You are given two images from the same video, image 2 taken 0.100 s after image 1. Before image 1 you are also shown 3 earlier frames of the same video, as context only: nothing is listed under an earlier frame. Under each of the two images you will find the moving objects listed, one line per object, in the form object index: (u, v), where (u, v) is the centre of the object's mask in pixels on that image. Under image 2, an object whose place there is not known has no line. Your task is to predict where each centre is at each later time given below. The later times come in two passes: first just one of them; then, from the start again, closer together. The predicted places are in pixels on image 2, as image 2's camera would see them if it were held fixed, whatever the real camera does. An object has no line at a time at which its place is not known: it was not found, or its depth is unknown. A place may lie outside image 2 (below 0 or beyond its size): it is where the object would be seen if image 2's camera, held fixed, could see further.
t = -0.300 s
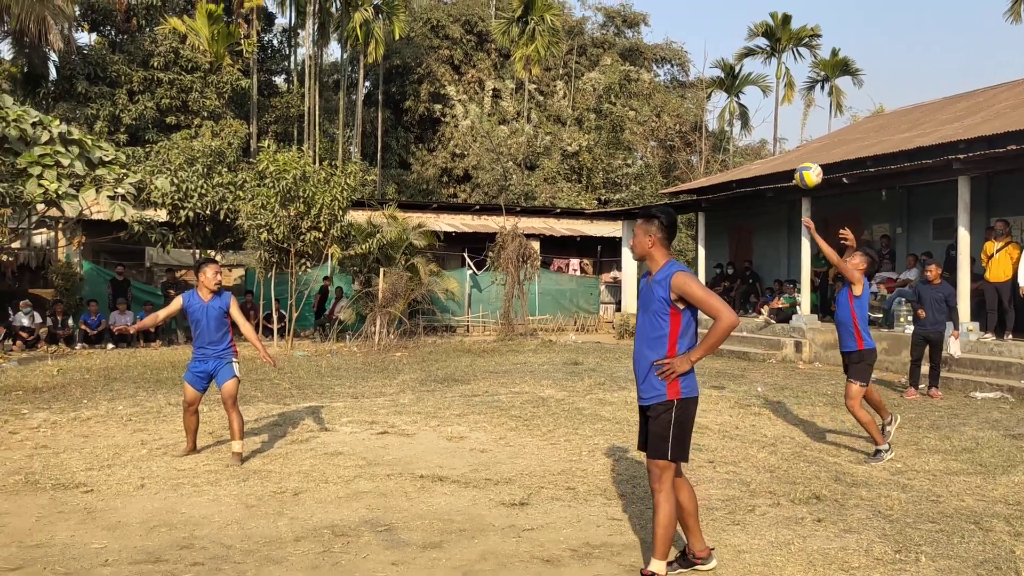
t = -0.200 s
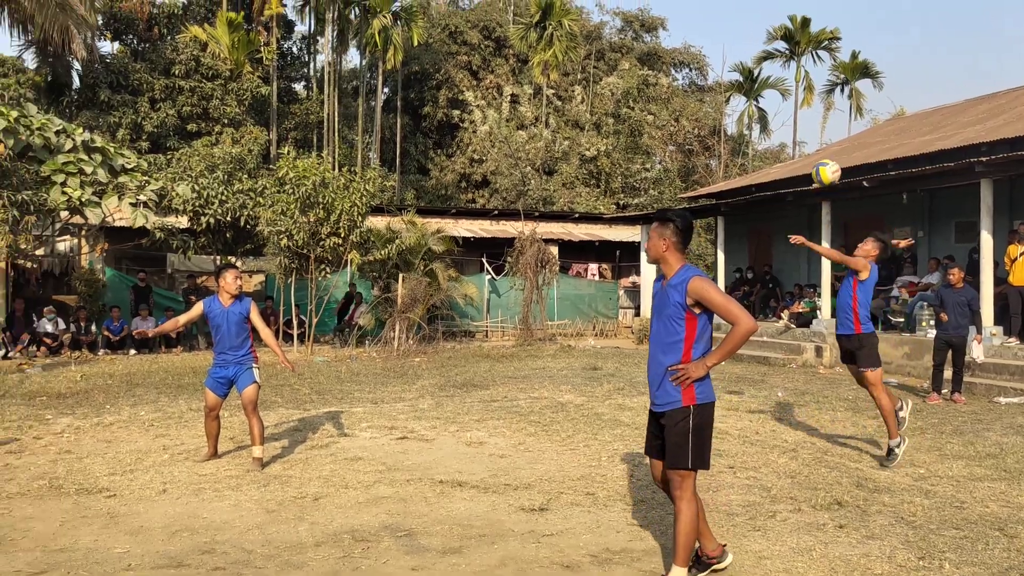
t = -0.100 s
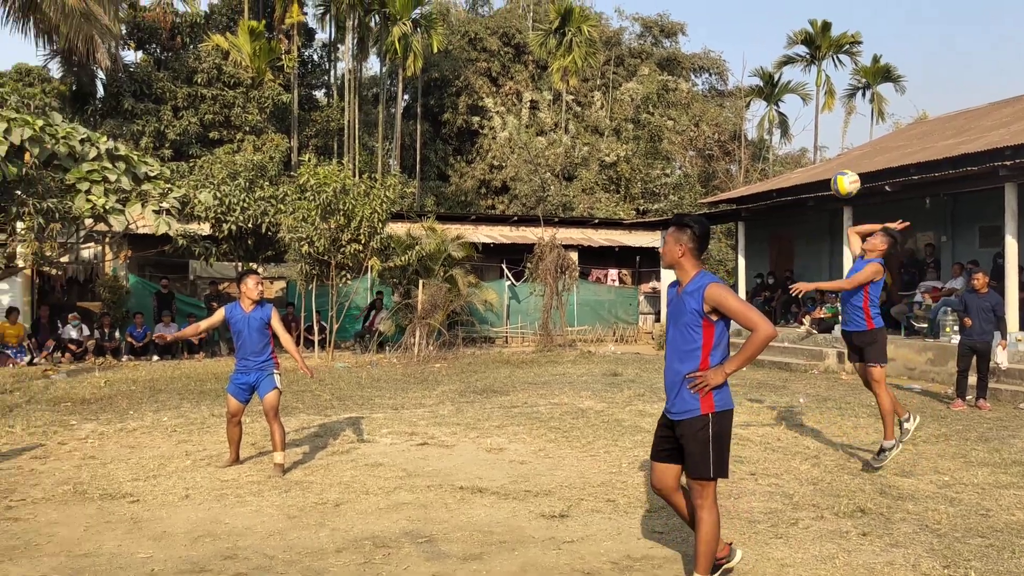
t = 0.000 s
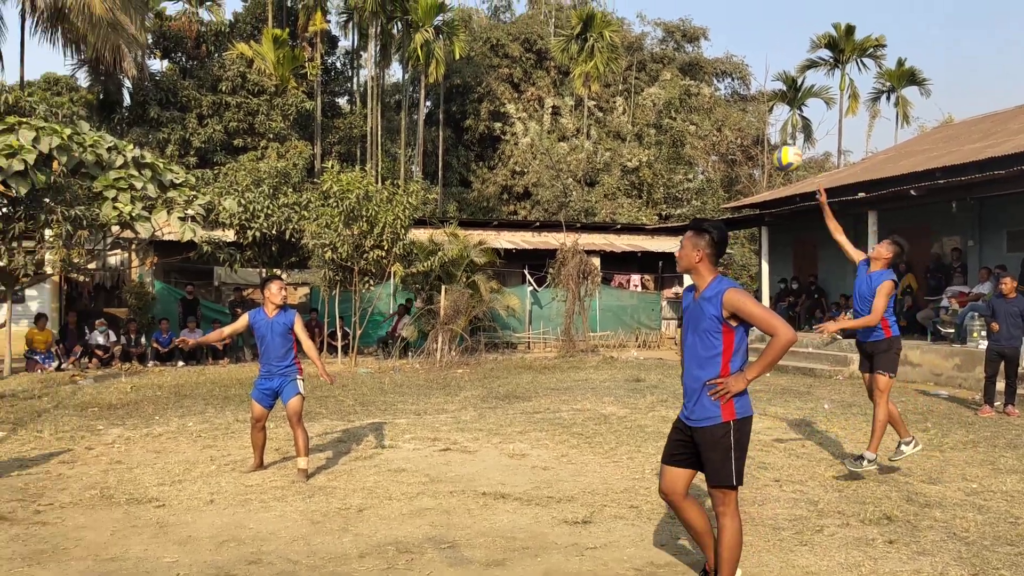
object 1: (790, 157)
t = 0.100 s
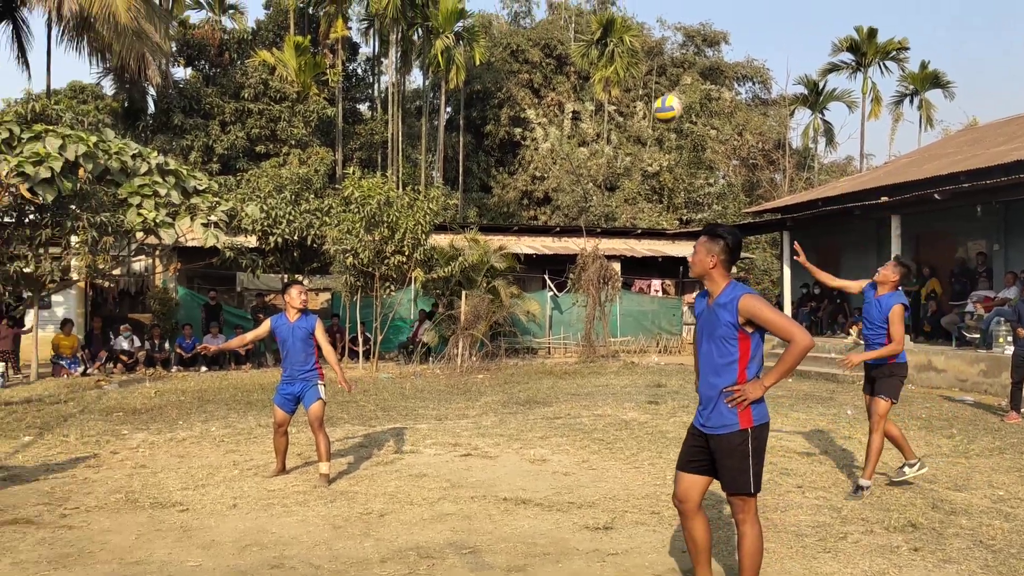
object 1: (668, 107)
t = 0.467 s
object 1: (158, 20)
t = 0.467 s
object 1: (158, 20)
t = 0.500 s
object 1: (111, 21)
